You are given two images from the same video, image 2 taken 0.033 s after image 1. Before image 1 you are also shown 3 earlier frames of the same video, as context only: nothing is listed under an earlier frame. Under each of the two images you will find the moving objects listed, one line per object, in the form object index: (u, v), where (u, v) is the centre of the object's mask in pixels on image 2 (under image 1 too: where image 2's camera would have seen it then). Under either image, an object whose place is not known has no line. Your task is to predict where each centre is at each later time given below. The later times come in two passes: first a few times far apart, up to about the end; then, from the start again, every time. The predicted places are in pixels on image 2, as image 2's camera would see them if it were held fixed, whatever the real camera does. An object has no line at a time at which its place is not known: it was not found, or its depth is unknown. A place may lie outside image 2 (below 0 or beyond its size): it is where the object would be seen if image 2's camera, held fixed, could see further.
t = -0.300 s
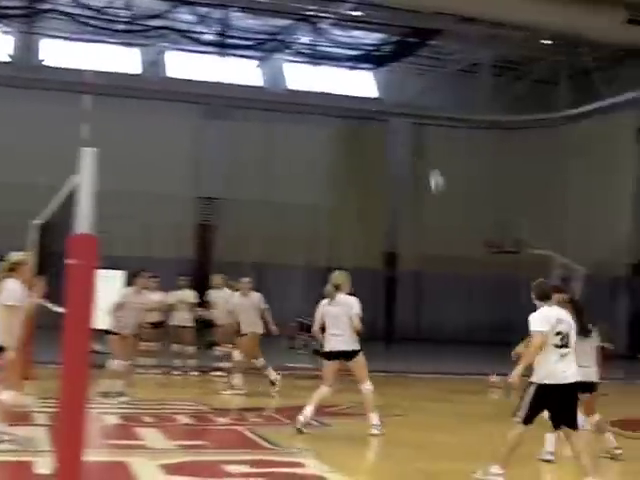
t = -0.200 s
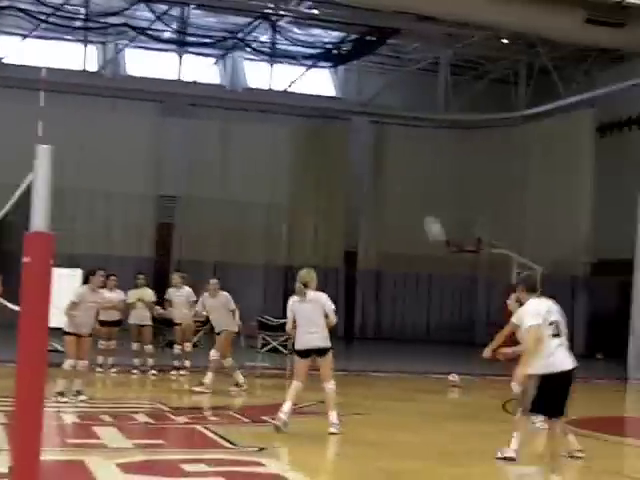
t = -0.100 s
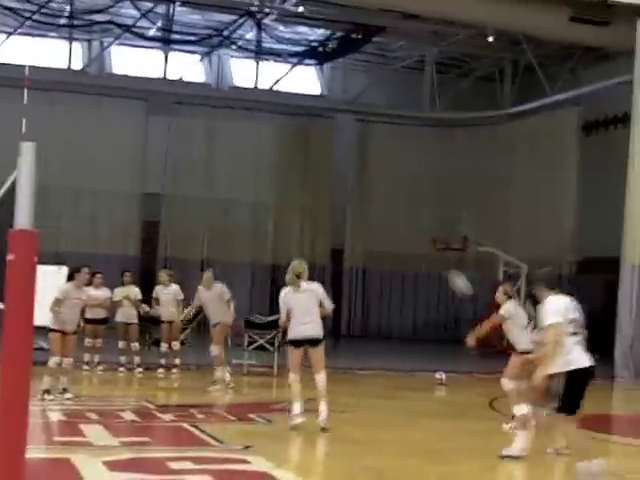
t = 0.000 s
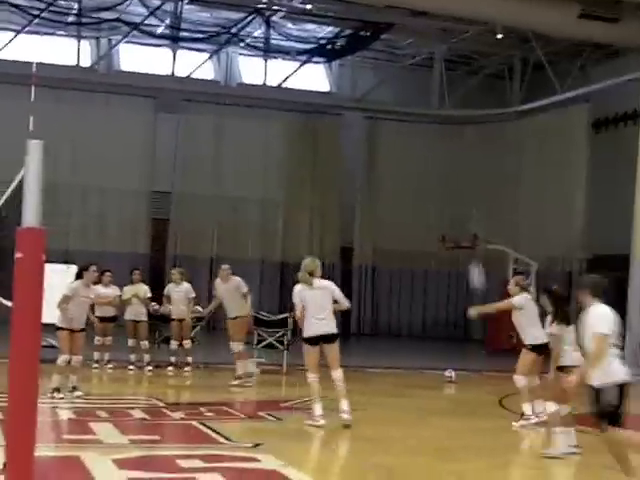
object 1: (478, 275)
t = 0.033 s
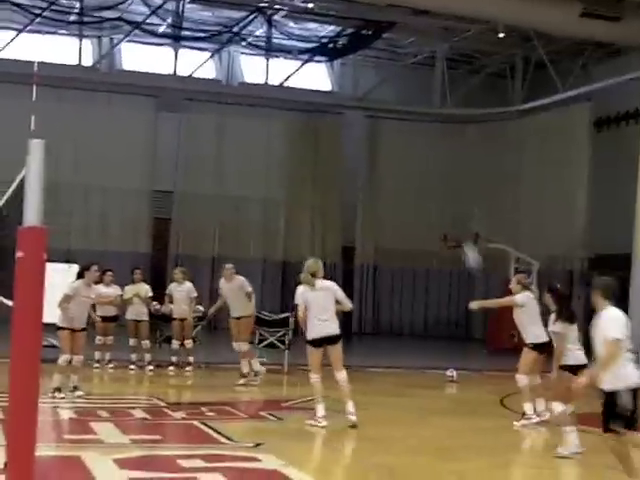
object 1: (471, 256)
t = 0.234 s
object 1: (430, 159)
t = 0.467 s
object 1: (385, 90)
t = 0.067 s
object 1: (463, 236)
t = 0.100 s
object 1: (456, 219)
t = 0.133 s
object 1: (449, 202)
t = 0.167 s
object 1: (444, 188)
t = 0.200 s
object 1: (437, 172)
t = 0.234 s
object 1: (430, 159)
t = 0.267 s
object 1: (423, 146)
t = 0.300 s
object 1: (416, 133)
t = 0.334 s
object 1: (410, 124)
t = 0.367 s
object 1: (405, 114)
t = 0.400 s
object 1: (399, 105)
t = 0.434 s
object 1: (392, 98)
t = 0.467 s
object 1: (385, 90)
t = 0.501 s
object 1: (379, 84)
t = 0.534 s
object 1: (373, 79)
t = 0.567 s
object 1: (367, 75)
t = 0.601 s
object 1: (361, 71)
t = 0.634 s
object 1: (355, 69)
